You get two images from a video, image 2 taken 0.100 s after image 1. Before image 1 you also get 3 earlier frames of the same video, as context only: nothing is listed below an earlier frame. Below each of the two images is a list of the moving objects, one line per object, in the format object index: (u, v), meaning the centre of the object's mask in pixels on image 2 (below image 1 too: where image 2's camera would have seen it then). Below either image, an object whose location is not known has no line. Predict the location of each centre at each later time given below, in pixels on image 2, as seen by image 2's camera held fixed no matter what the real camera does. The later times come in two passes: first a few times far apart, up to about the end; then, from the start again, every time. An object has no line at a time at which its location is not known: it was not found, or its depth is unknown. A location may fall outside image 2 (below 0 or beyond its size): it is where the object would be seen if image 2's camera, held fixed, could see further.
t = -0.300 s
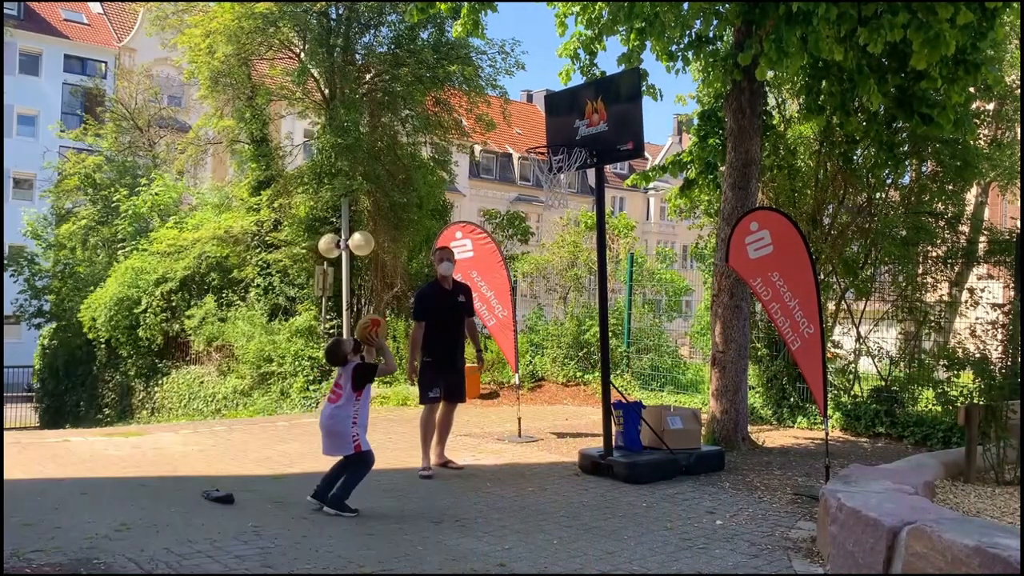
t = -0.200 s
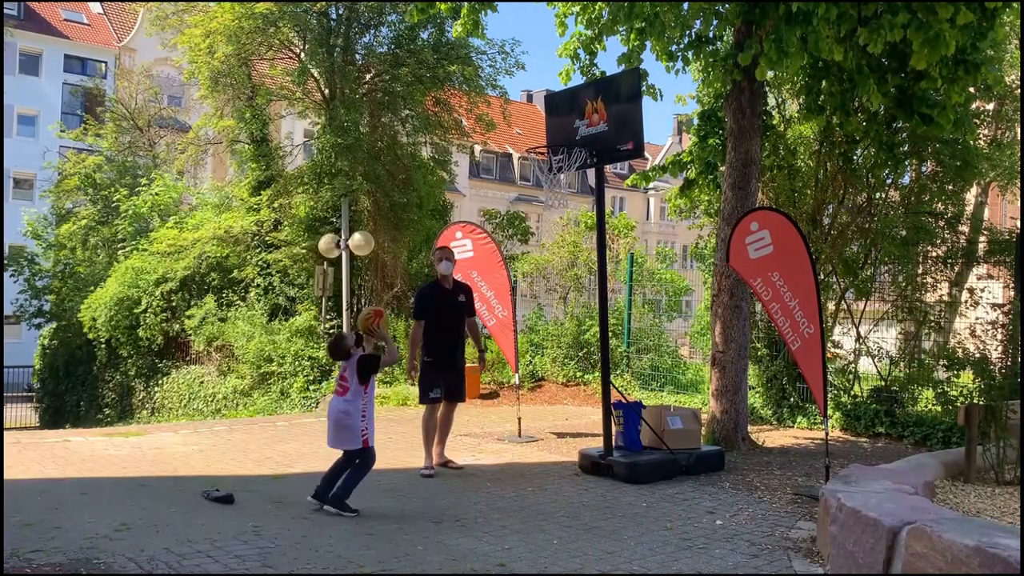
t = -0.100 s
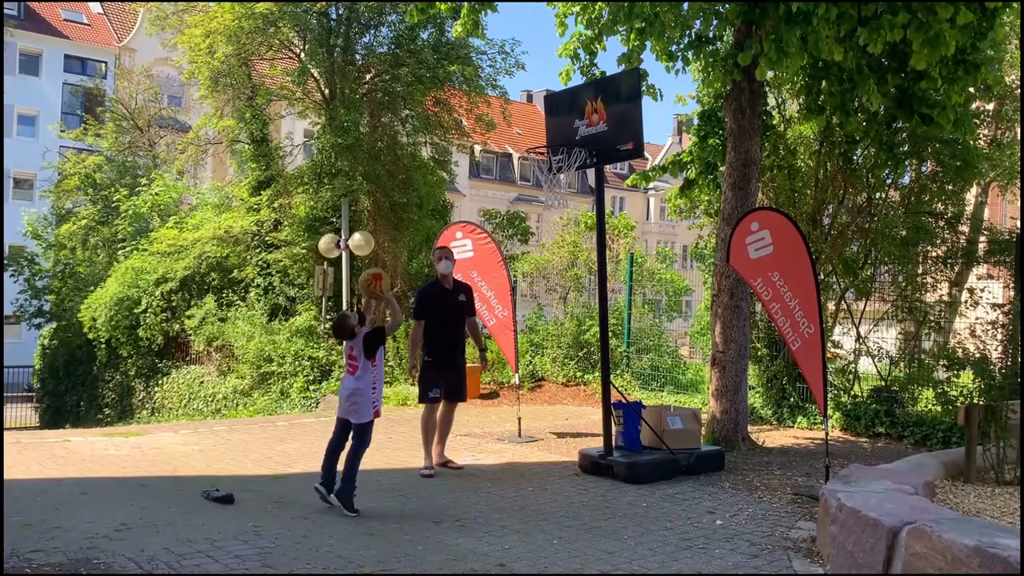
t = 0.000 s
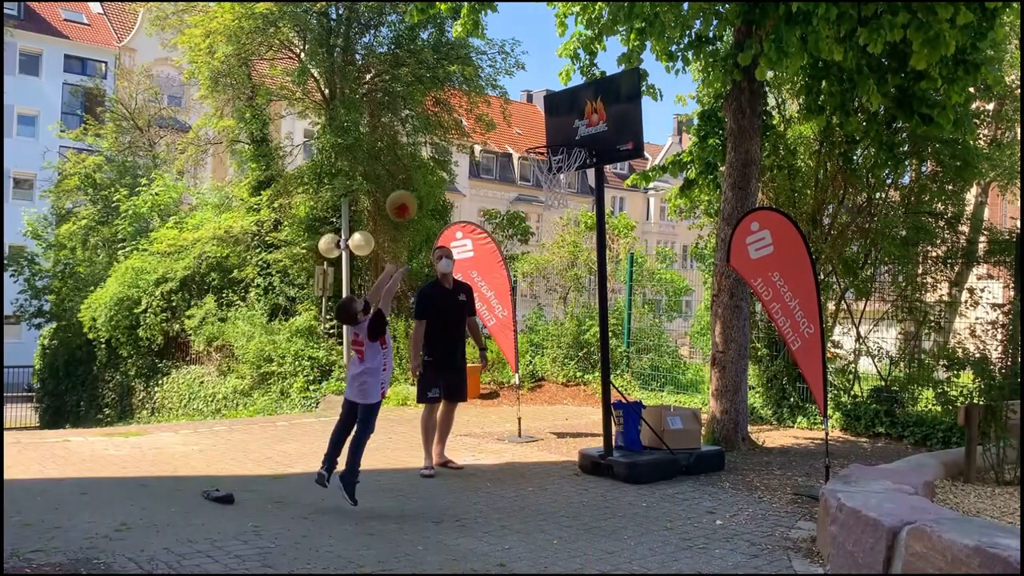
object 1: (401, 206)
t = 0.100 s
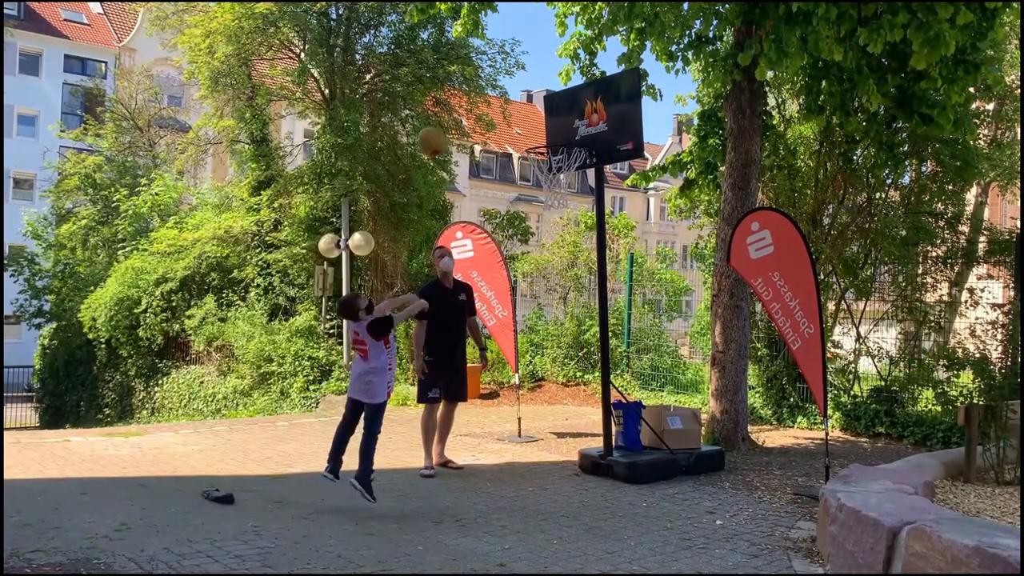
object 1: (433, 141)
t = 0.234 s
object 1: (468, 81)
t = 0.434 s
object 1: (519, 42)
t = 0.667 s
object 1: (570, 67)
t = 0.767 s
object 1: (590, 100)
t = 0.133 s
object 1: (443, 124)
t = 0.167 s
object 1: (450, 108)
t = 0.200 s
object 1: (459, 94)
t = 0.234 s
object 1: (468, 81)
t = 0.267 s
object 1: (476, 71)
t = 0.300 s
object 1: (485, 61)
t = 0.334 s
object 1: (494, 54)
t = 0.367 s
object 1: (502, 49)
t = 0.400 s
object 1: (510, 44)
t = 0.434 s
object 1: (519, 42)
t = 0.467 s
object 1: (526, 41)
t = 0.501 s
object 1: (534, 42)
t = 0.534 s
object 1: (542, 44)
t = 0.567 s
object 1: (549, 48)
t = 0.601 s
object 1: (556, 52)
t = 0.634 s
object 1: (563, 59)
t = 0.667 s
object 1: (570, 67)
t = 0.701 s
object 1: (577, 77)
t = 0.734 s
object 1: (584, 88)
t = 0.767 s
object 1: (590, 100)
